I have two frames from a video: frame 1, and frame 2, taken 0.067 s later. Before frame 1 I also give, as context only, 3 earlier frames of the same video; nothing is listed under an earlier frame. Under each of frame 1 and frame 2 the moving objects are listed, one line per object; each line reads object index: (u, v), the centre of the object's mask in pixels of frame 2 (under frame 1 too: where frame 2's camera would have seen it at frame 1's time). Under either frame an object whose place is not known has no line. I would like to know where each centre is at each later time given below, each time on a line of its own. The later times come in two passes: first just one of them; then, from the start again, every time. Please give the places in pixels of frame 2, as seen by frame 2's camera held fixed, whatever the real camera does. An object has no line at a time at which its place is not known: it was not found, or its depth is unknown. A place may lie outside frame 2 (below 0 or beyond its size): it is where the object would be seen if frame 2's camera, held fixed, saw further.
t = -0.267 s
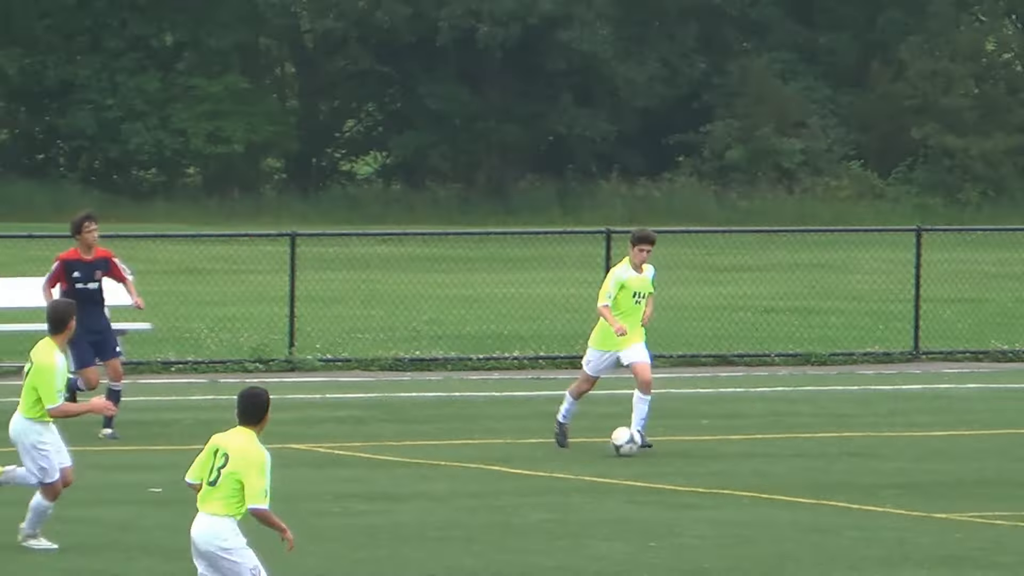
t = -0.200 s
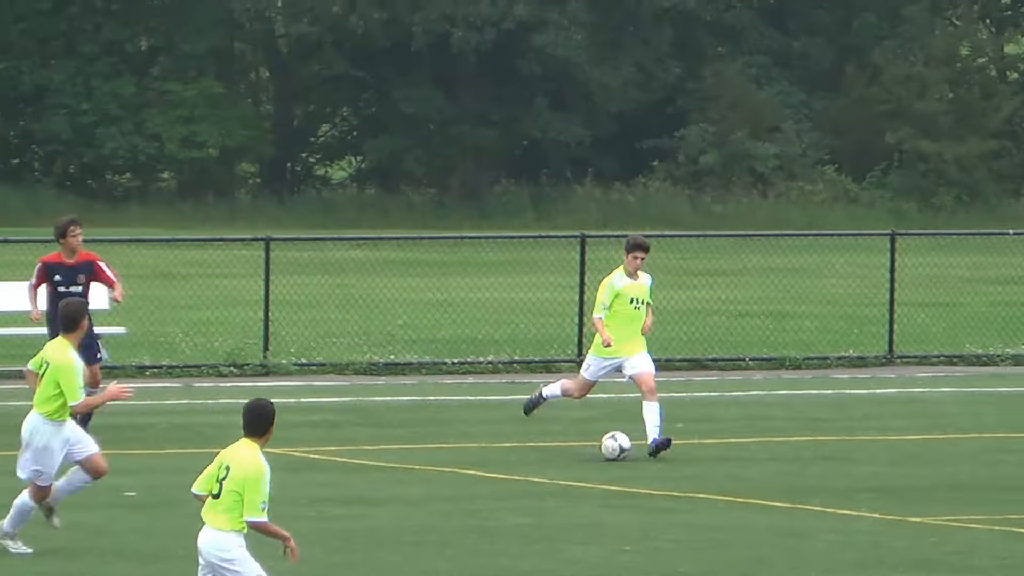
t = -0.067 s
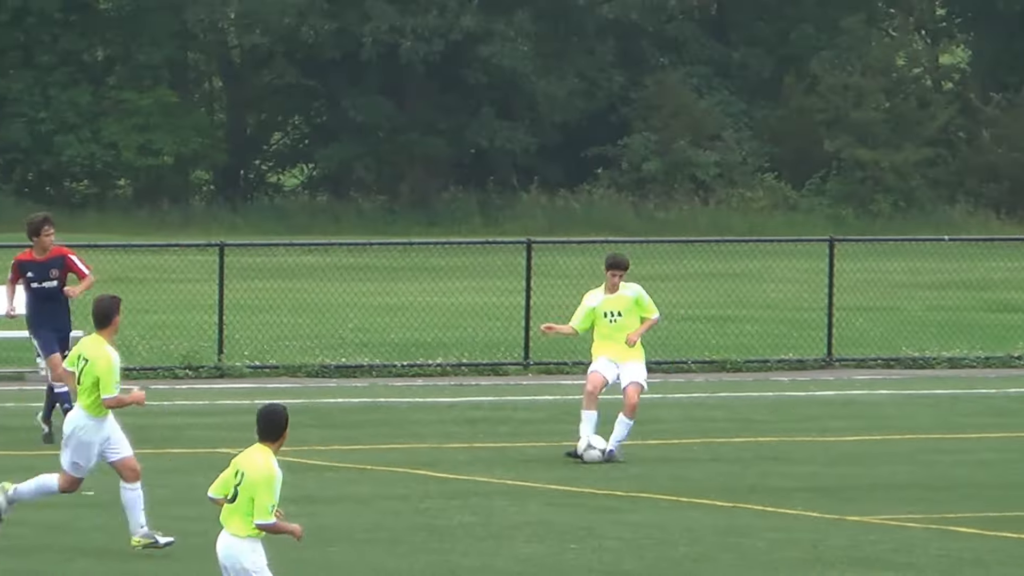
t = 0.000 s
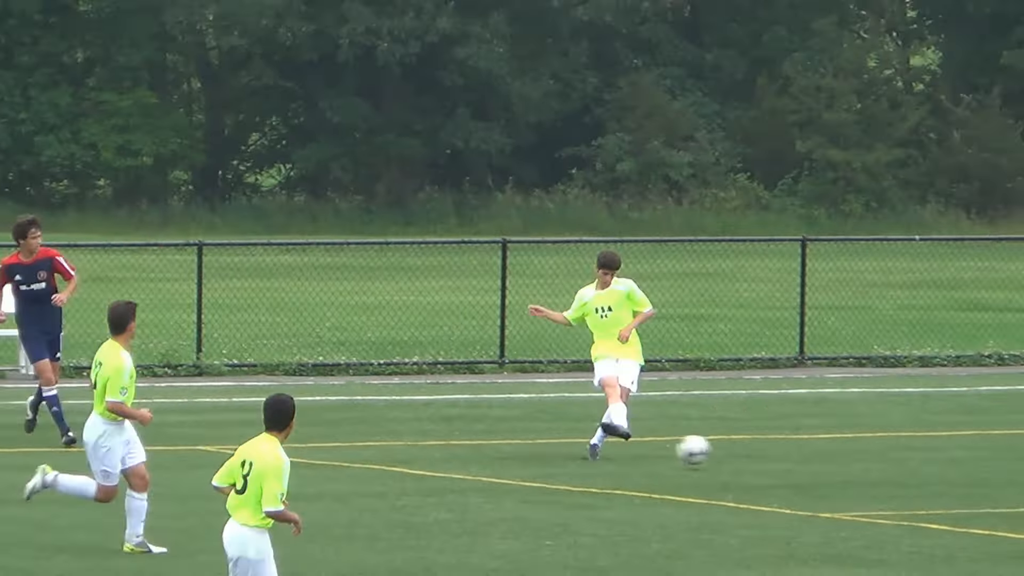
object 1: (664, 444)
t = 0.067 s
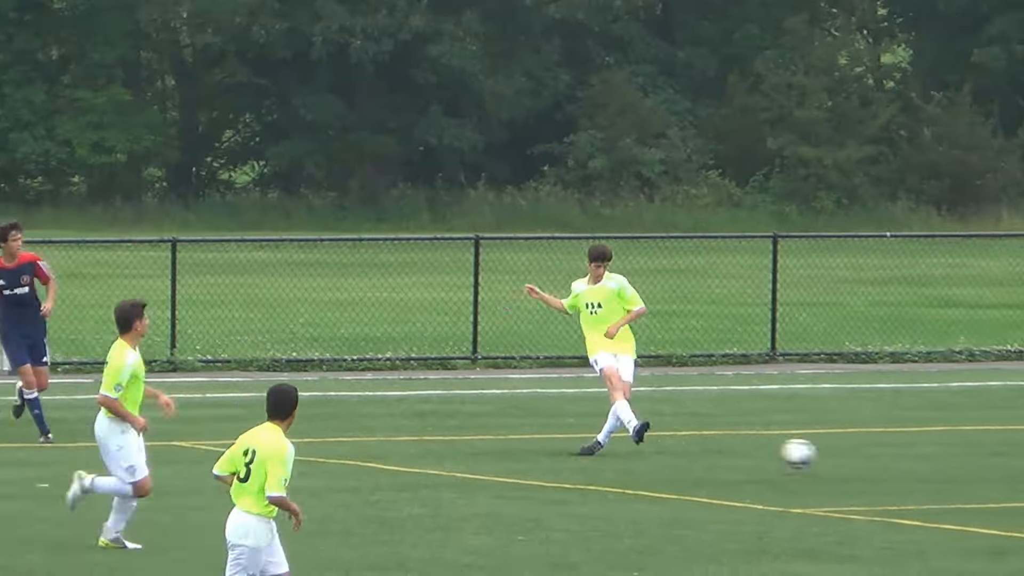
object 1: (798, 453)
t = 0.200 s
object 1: (1069, 470)
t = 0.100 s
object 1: (867, 459)
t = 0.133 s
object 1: (936, 468)
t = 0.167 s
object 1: (1002, 469)
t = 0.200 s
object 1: (1069, 470)
